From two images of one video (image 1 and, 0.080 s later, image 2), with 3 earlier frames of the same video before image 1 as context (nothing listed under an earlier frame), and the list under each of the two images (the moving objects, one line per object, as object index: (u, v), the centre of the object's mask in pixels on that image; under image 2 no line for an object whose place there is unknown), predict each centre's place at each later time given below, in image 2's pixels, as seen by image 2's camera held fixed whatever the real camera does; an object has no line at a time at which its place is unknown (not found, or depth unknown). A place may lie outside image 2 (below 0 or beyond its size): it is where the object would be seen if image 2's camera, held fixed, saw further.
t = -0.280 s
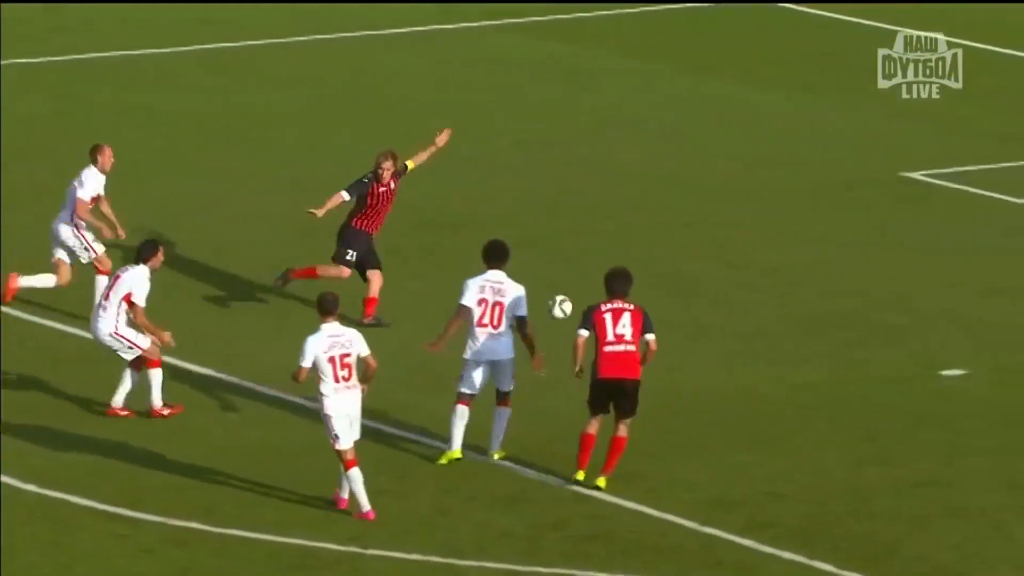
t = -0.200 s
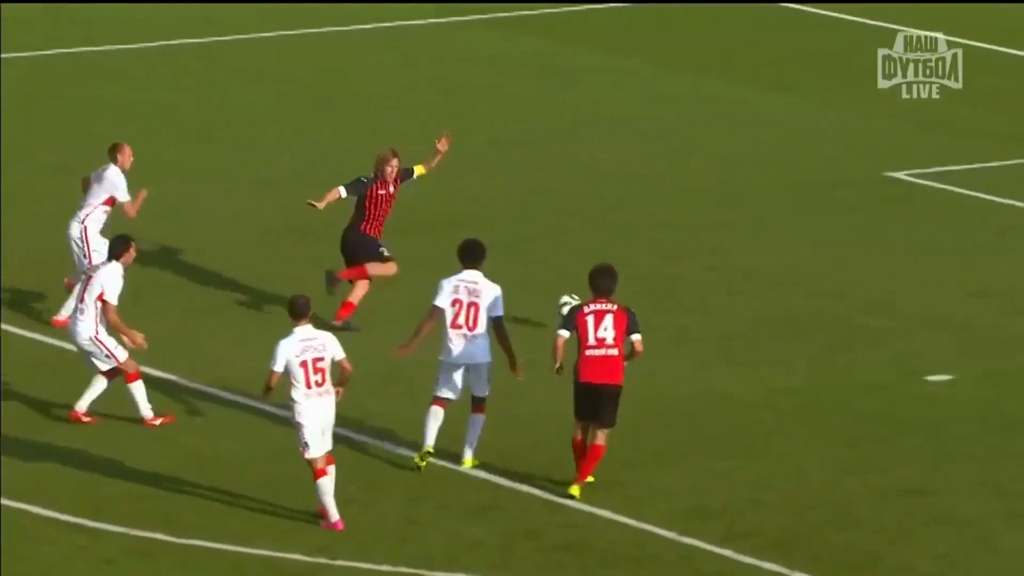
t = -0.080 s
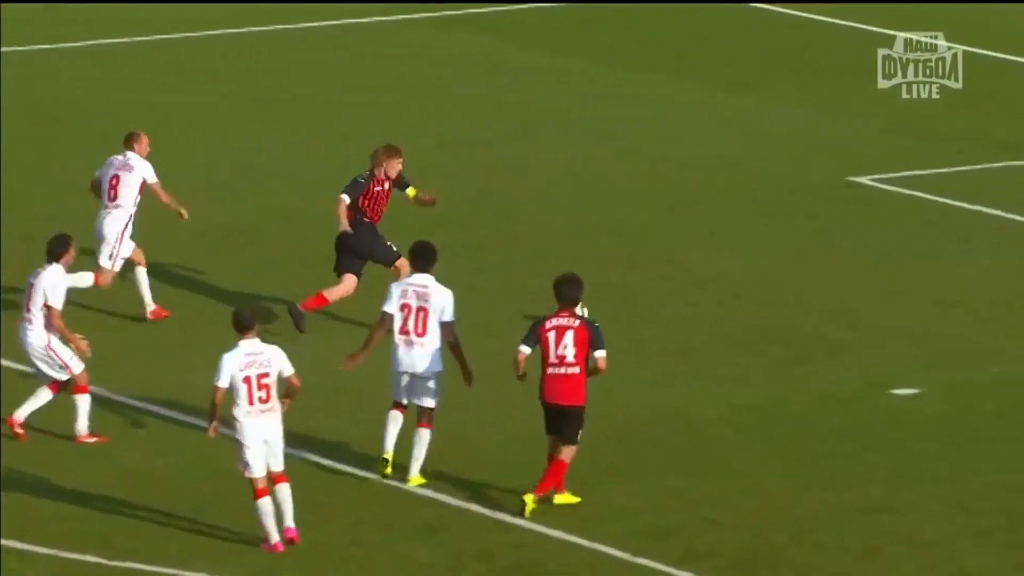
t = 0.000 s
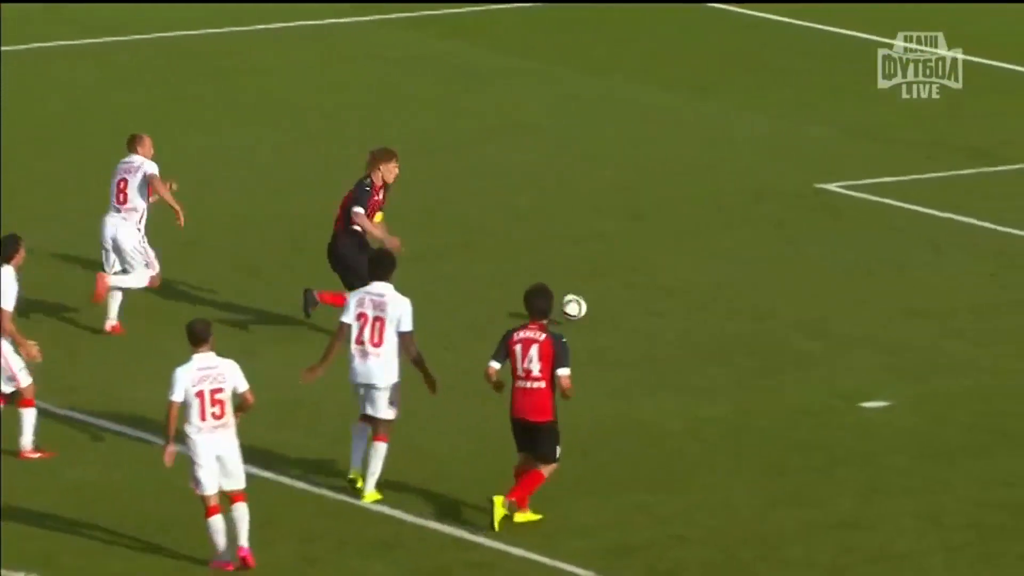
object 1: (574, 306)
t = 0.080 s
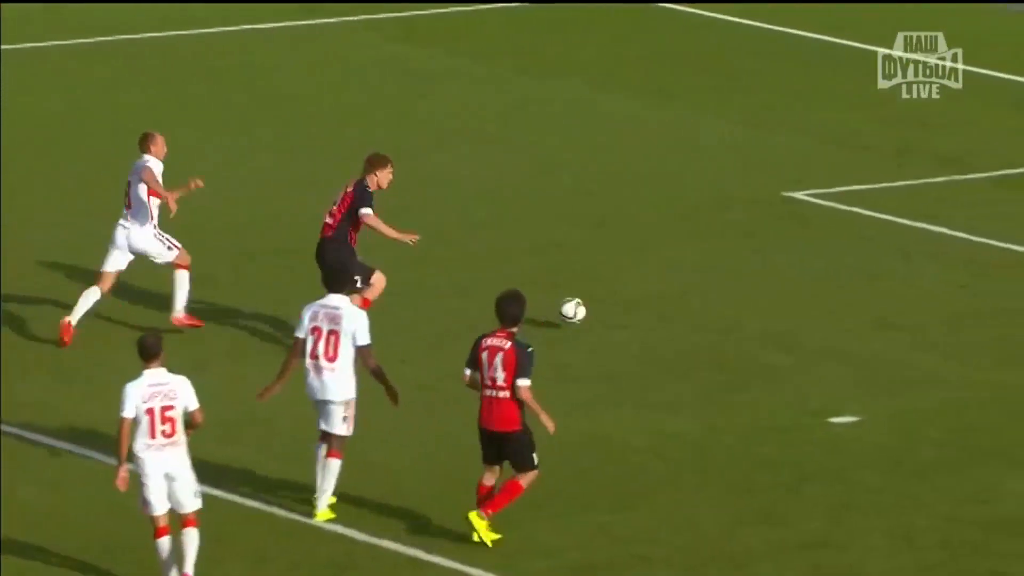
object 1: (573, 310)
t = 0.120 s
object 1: (591, 309)
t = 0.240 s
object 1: (647, 296)
